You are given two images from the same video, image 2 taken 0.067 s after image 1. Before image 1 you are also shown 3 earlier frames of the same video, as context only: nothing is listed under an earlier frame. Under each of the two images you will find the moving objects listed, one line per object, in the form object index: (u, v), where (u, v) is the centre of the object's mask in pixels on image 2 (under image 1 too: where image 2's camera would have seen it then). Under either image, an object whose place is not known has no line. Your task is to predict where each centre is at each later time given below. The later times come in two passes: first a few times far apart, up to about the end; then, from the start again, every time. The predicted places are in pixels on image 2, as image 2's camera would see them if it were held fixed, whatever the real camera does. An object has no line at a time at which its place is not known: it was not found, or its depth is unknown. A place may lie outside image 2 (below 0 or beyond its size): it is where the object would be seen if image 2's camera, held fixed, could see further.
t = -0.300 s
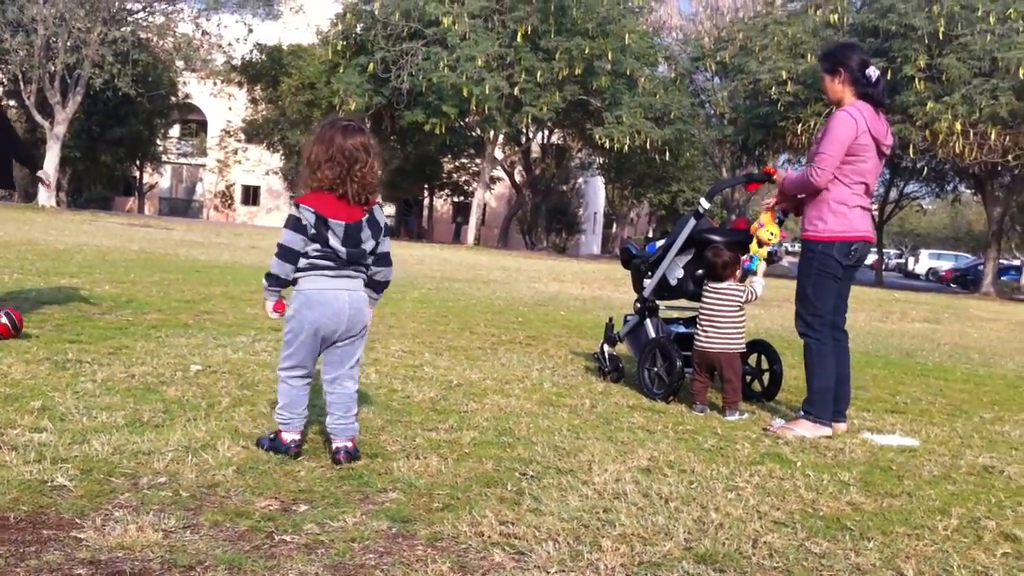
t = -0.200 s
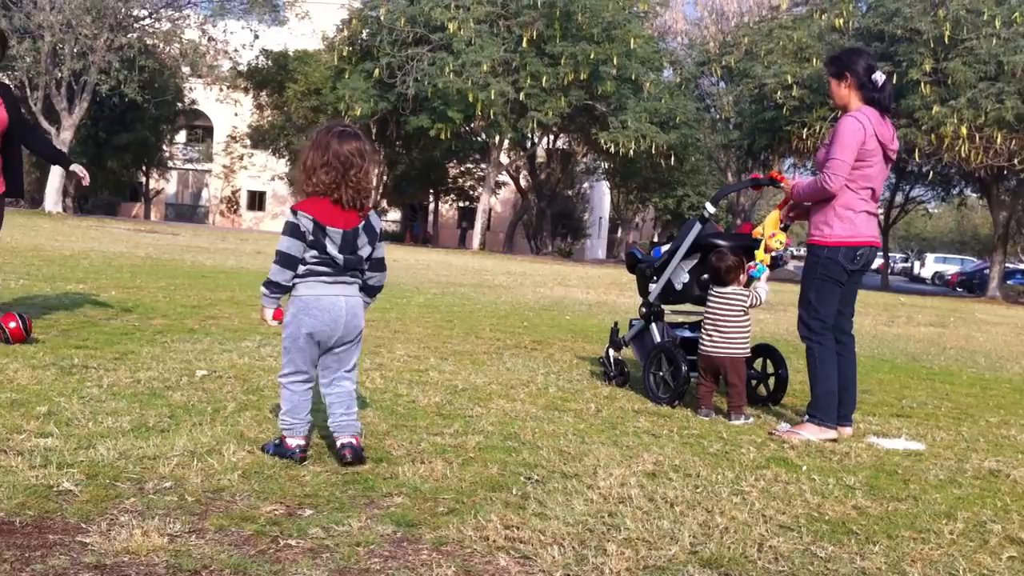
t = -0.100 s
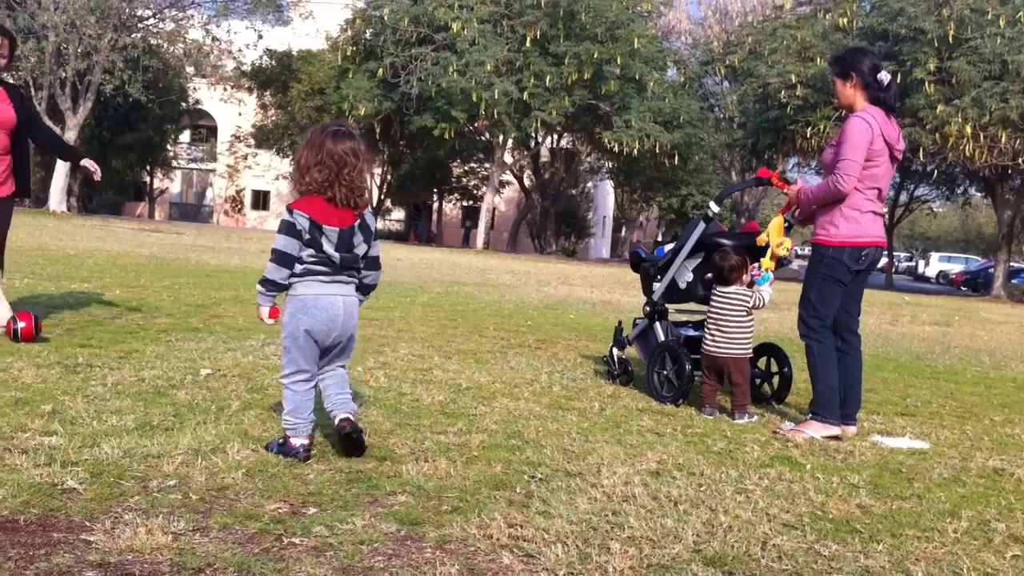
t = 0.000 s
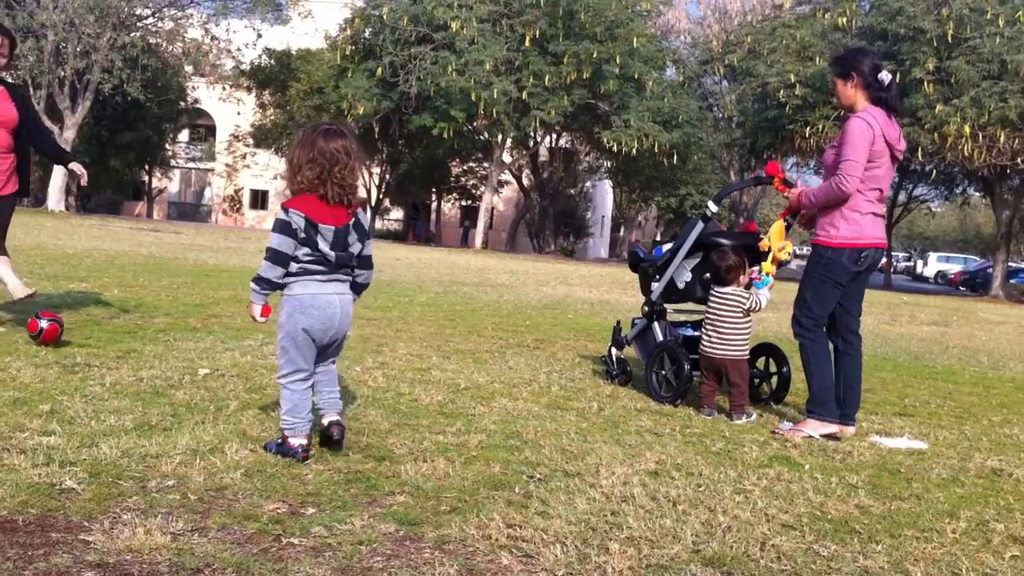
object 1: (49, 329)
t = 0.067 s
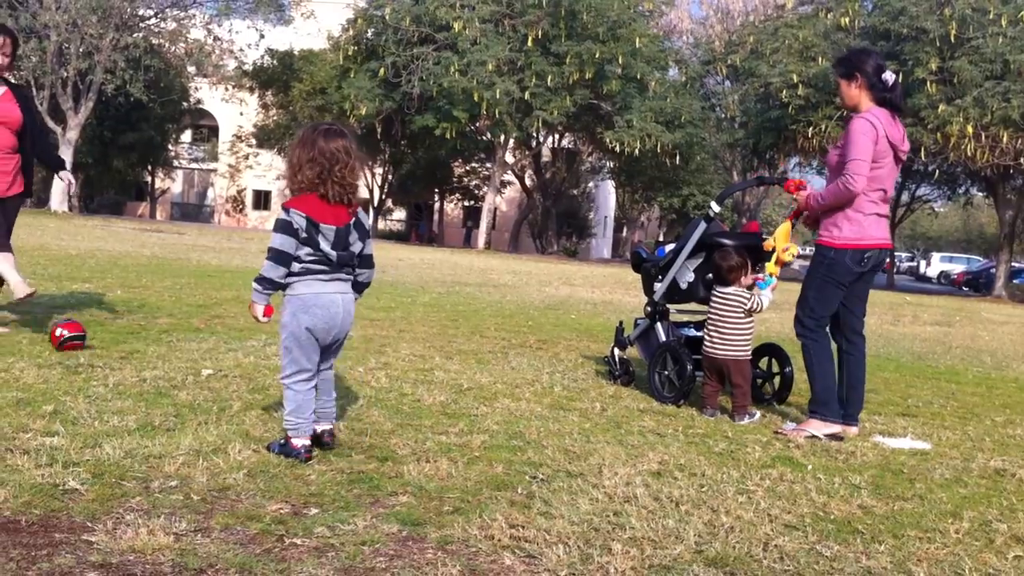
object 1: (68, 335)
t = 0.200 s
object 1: (101, 334)
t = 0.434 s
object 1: (162, 357)
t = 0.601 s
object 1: (209, 366)
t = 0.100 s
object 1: (76, 336)
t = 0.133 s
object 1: (84, 334)
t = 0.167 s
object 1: (93, 333)
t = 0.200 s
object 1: (101, 334)
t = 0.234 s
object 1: (110, 339)
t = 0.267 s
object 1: (120, 344)
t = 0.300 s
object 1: (129, 350)
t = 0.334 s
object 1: (137, 349)
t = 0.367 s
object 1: (145, 351)
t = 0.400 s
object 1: (153, 353)
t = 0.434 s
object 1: (162, 357)
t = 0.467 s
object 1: (172, 358)
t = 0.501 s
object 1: (181, 359)
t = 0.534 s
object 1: (192, 361)
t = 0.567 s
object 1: (201, 365)
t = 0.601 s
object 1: (209, 366)
